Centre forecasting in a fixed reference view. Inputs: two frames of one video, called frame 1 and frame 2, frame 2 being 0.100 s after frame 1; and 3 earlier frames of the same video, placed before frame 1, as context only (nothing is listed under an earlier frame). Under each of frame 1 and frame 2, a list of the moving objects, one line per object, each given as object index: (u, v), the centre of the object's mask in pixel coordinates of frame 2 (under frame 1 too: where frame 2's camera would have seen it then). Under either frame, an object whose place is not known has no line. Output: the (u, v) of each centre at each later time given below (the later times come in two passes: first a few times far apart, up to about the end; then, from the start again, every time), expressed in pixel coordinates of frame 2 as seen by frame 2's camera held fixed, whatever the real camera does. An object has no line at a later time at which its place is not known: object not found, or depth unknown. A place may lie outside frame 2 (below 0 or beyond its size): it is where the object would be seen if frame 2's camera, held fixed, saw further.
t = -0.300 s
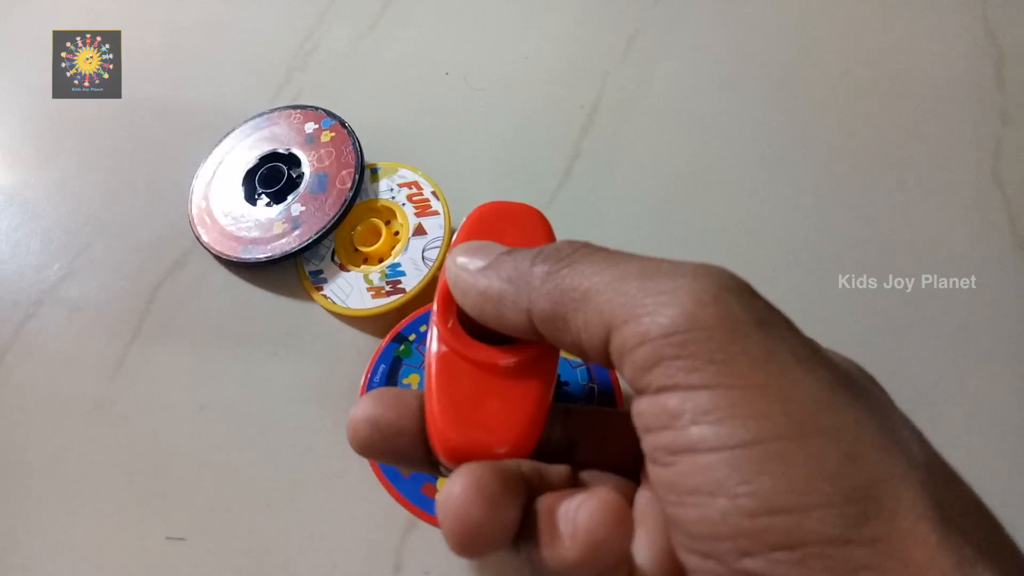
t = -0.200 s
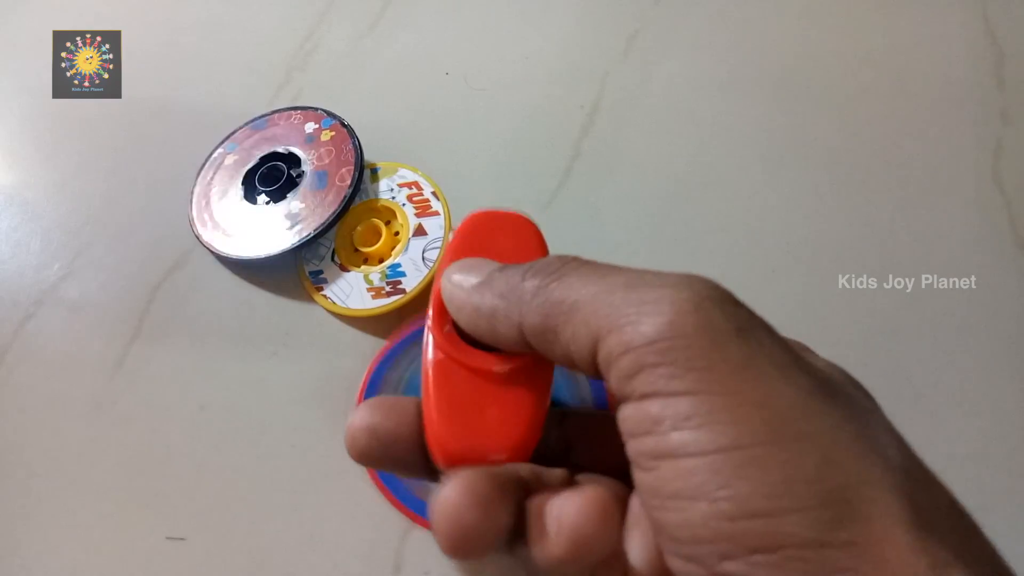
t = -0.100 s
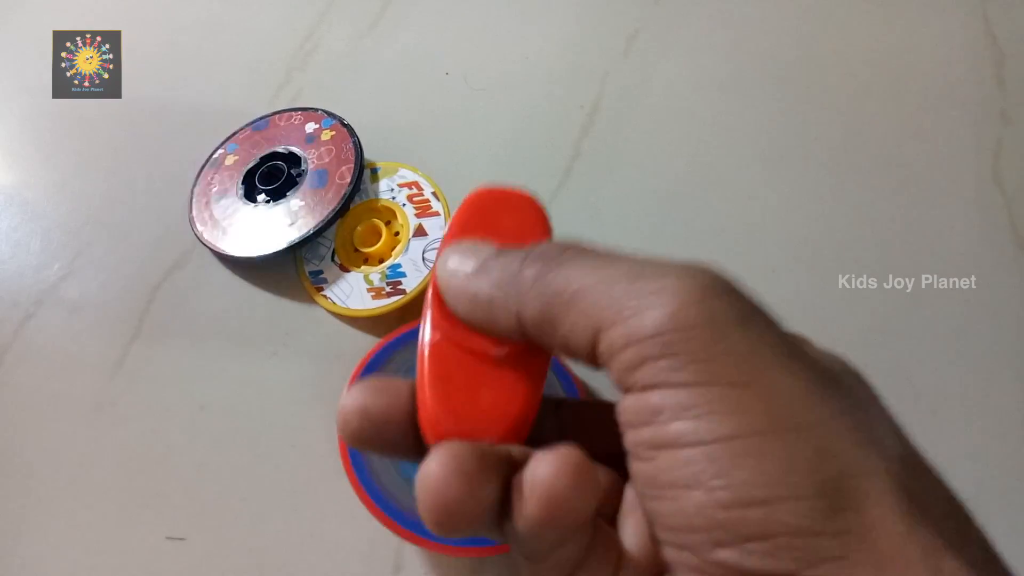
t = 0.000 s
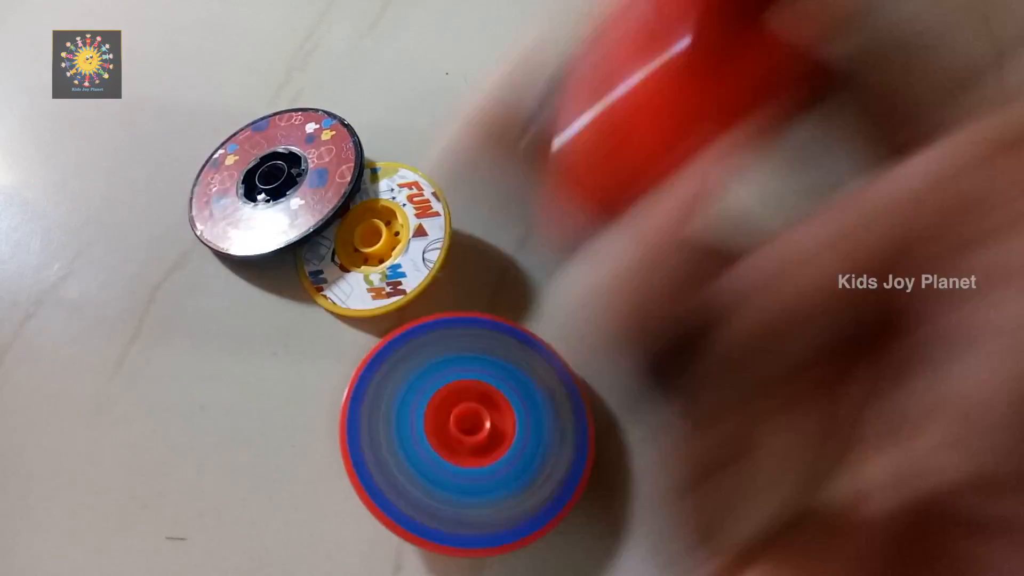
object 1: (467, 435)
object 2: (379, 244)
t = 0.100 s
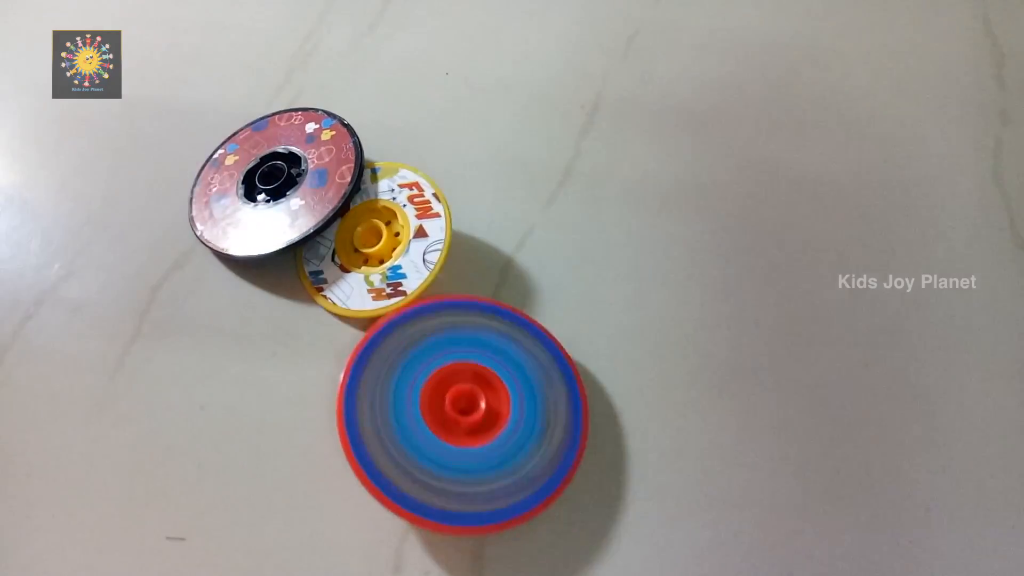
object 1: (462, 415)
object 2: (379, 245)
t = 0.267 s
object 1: (457, 371)
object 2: (381, 226)
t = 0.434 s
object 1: (458, 328)
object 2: (385, 213)
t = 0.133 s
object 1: (460, 406)
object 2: (380, 242)
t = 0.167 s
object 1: (460, 400)
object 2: (379, 238)
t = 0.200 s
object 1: (459, 391)
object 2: (378, 234)
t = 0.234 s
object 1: (458, 381)
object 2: (379, 230)
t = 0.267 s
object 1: (457, 371)
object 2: (381, 226)
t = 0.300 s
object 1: (457, 361)
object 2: (385, 224)
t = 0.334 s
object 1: (457, 351)
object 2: (387, 223)
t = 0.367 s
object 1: (457, 343)
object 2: (388, 223)
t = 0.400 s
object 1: (457, 336)
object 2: (386, 217)
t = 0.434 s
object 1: (458, 328)
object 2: (385, 213)
